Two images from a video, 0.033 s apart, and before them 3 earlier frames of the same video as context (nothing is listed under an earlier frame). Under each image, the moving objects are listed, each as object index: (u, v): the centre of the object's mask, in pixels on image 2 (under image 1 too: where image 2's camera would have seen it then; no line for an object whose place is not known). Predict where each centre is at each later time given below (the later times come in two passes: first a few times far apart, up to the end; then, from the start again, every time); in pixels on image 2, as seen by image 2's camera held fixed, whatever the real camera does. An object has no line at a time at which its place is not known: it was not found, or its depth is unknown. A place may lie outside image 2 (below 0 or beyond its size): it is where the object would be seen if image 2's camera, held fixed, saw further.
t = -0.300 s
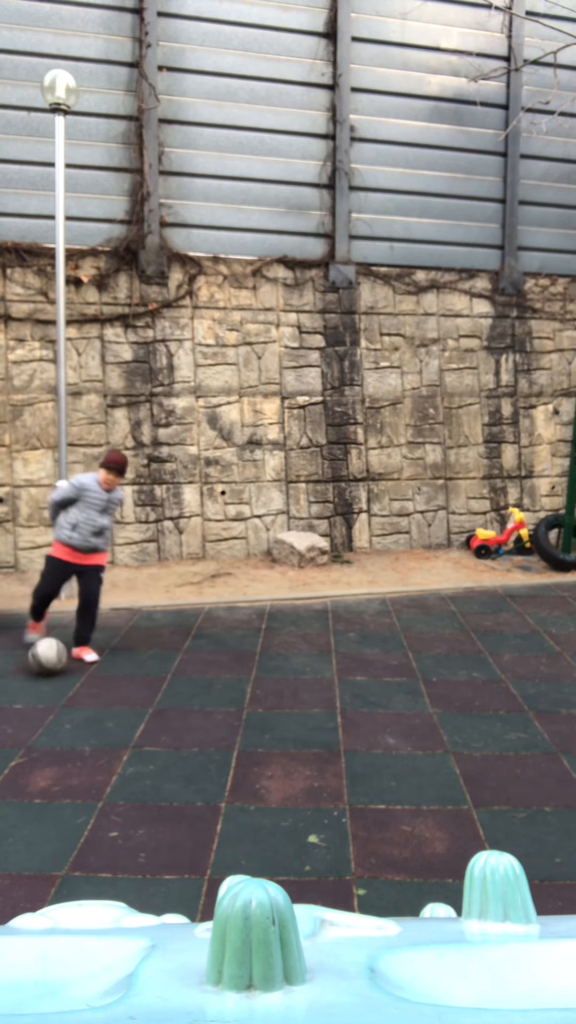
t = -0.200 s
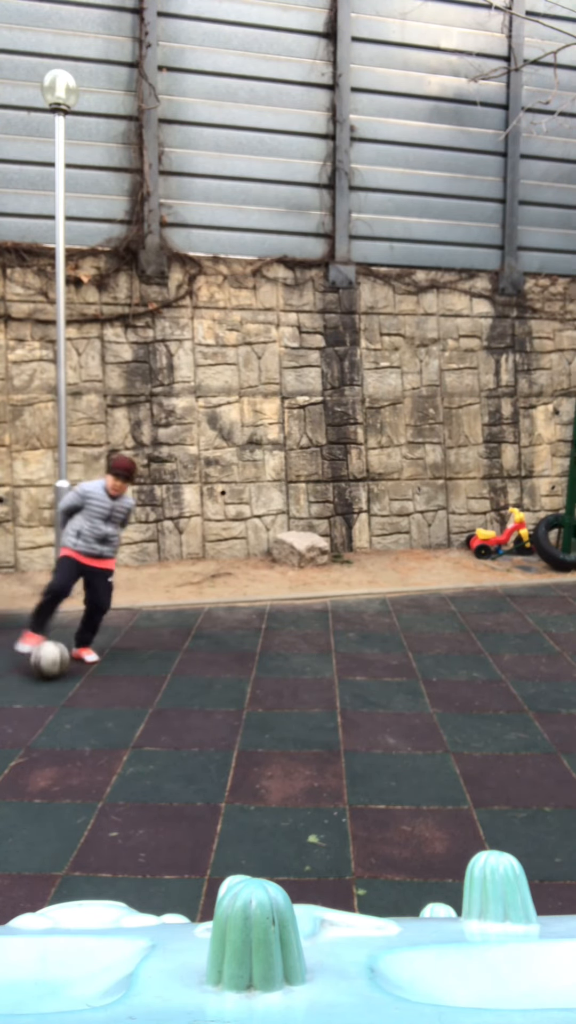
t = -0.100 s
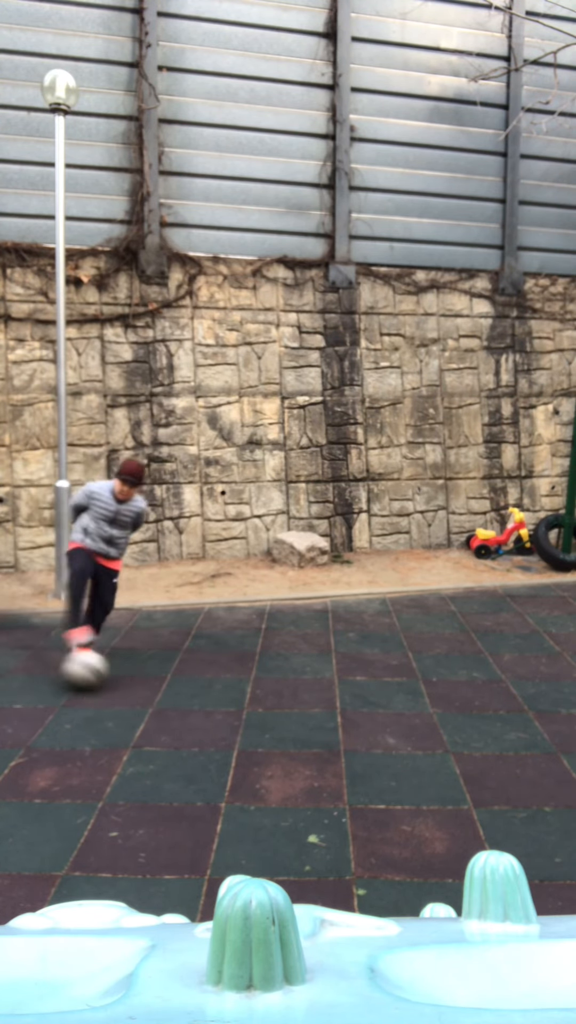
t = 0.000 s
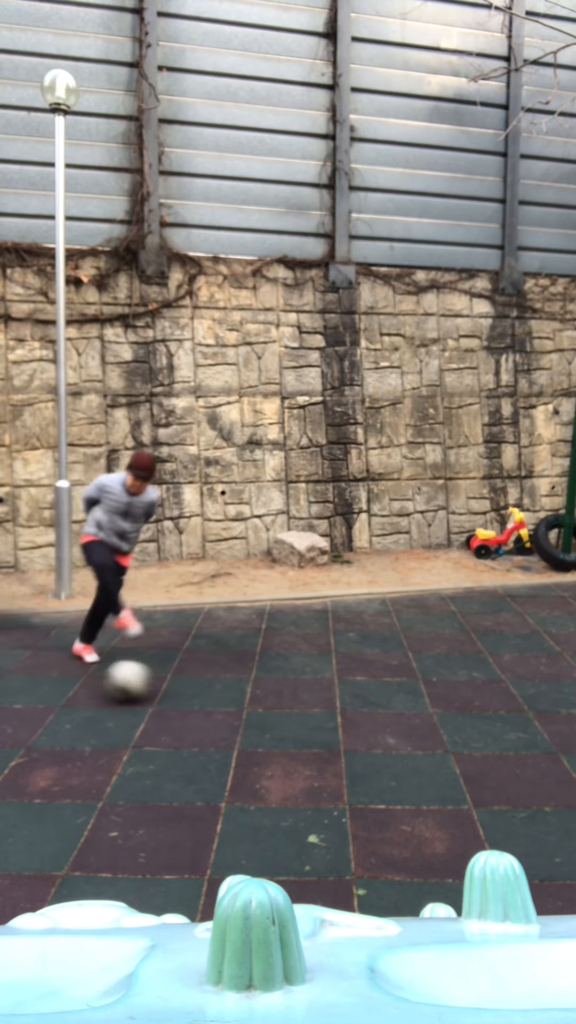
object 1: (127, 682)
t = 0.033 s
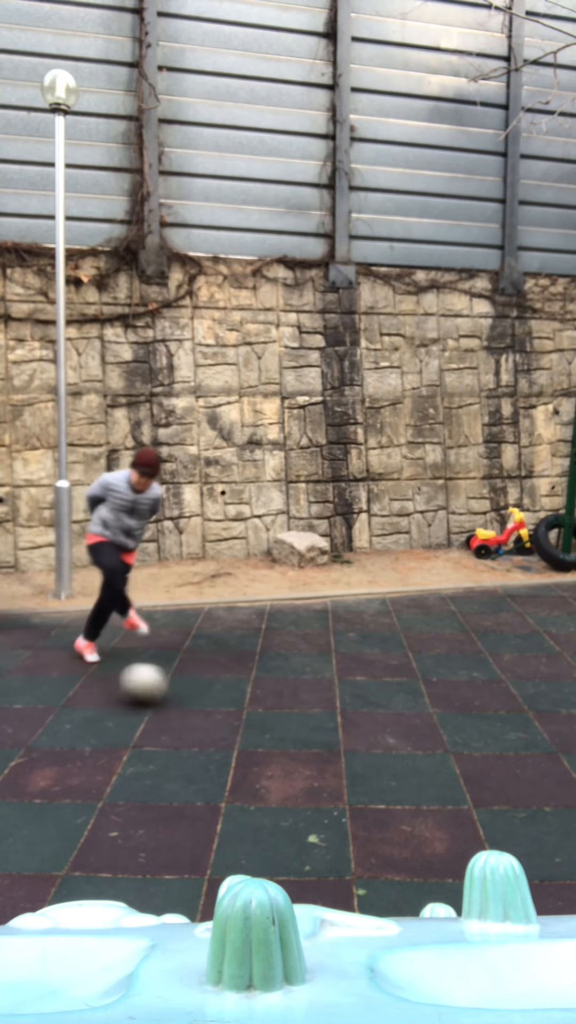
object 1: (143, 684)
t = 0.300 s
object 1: (282, 717)
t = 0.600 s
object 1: (466, 760)
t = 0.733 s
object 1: (554, 780)
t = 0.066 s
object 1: (160, 687)
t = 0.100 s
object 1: (176, 693)
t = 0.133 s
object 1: (193, 696)
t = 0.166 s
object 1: (210, 702)
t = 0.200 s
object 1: (226, 707)
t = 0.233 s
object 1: (245, 709)
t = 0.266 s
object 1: (263, 711)
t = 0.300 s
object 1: (282, 717)
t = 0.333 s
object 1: (301, 721)
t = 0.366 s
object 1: (319, 723)
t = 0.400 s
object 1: (338, 726)
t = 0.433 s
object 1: (359, 731)
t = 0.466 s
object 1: (379, 738)
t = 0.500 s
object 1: (401, 744)
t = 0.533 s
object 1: (422, 750)
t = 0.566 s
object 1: (444, 755)
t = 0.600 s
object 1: (466, 760)
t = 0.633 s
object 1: (490, 765)
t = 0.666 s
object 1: (513, 771)
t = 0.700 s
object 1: (539, 776)
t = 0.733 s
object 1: (554, 780)
